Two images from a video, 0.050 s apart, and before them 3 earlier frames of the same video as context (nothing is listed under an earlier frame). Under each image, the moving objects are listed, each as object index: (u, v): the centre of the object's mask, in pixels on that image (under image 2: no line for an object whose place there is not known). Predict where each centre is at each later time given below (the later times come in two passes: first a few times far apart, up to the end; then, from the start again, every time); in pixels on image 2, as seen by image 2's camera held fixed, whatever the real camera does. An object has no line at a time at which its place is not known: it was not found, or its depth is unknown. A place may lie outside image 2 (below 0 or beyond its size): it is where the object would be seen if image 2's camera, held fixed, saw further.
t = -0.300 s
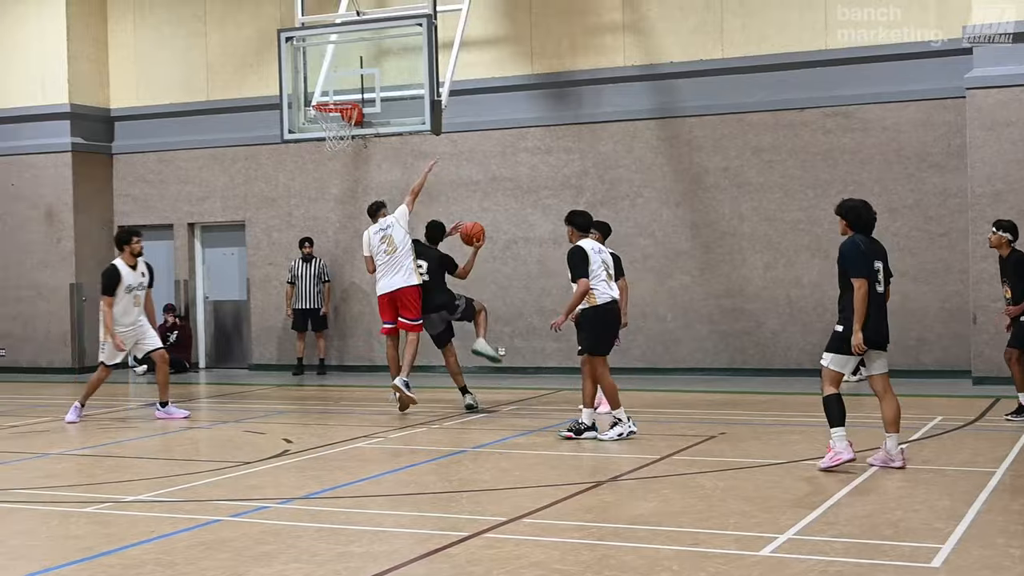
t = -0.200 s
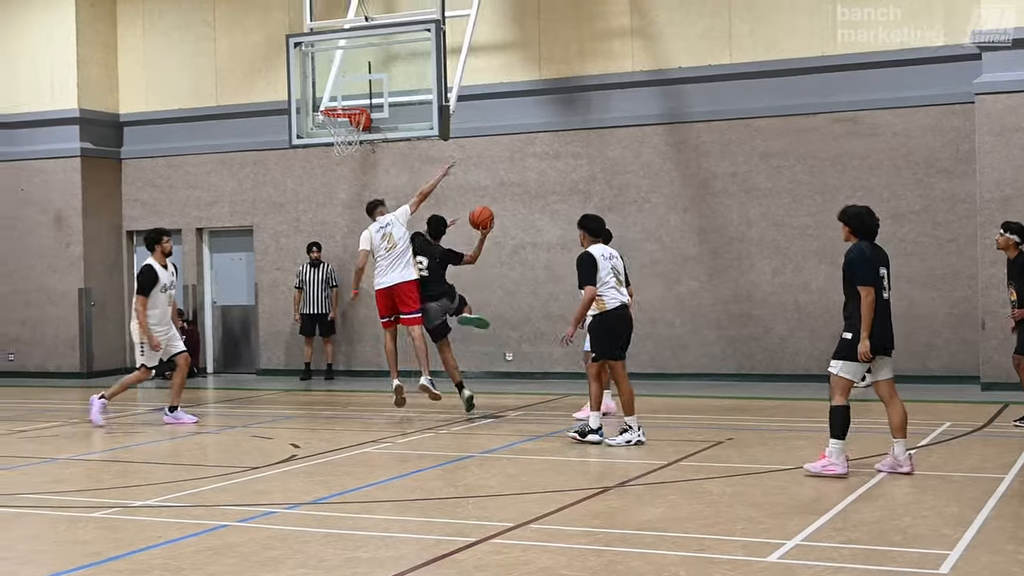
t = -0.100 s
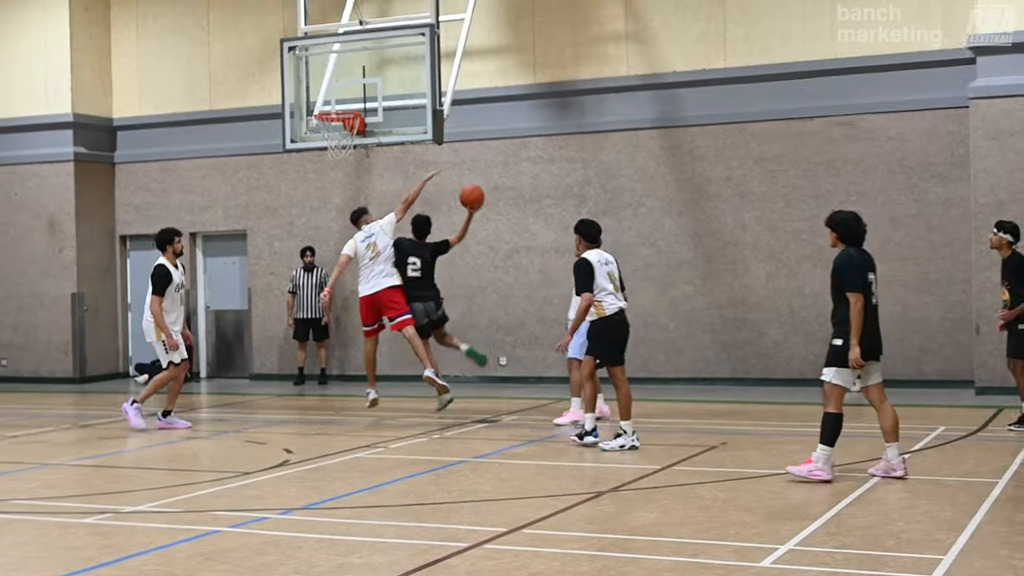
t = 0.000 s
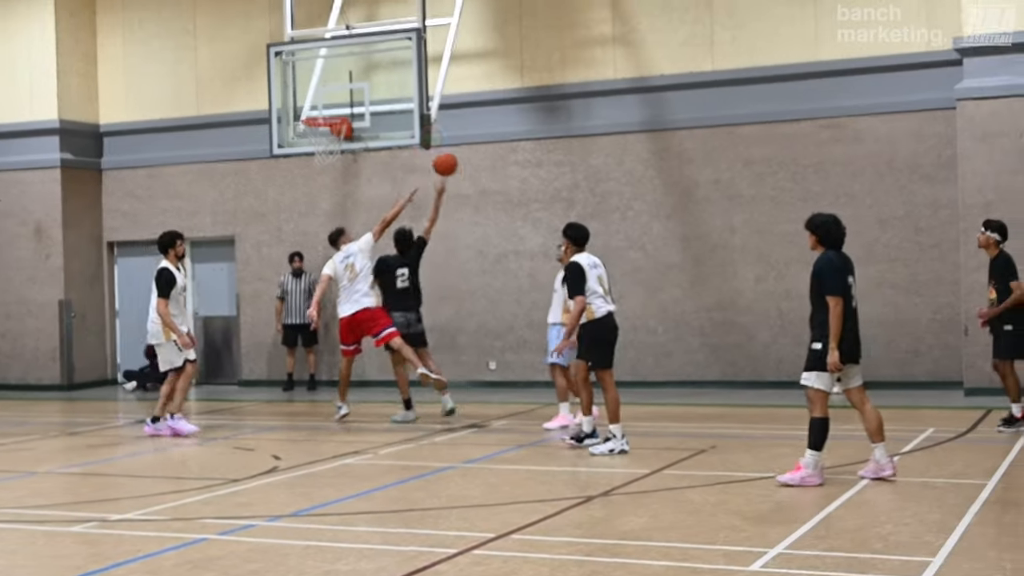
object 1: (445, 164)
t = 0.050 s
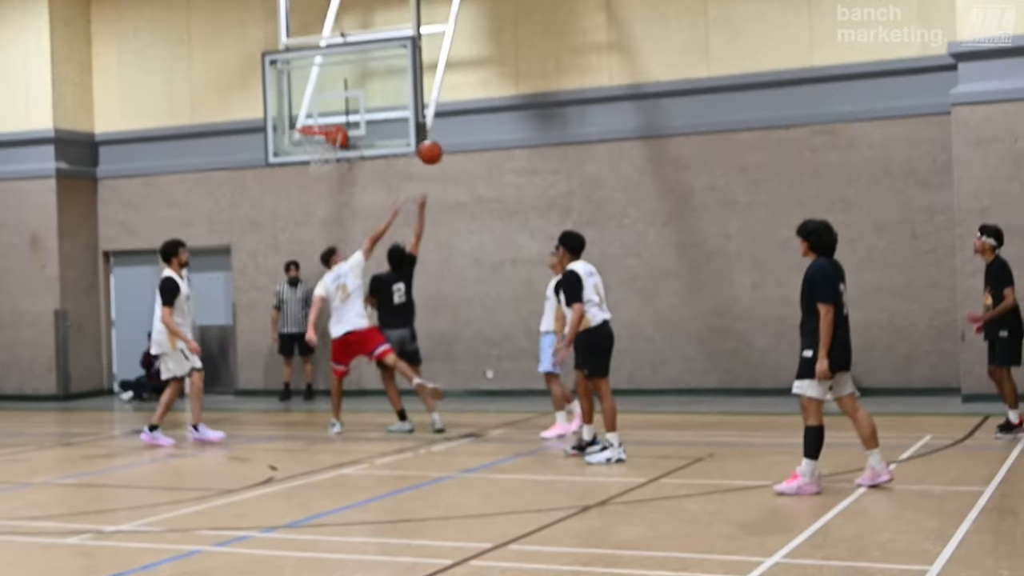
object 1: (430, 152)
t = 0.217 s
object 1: (397, 108)
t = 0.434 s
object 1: (357, 93)
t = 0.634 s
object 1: (314, 117)
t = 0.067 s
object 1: (427, 146)
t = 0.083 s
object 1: (423, 141)
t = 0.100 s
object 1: (420, 135)
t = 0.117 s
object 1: (417, 131)
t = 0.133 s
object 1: (414, 127)
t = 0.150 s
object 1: (410, 122)
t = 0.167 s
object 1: (407, 118)
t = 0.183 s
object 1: (403, 115)
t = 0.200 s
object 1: (401, 111)
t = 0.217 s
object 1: (397, 108)
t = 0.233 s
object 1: (394, 105)
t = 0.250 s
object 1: (391, 103)
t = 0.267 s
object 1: (388, 100)
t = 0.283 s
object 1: (385, 99)
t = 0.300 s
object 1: (382, 97)
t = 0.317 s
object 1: (379, 96)
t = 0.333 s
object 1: (376, 94)
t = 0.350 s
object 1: (373, 93)
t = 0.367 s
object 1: (370, 93)
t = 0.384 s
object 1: (367, 93)
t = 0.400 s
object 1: (364, 93)
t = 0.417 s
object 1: (361, 93)
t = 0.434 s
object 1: (357, 93)
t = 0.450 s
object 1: (354, 94)
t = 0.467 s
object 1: (350, 95)
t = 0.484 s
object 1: (347, 96)
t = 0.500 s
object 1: (343, 98)
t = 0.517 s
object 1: (339, 99)
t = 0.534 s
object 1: (336, 101)
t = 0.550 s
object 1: (333, 103)
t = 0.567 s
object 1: (329, 106)
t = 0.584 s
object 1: (325, 108)
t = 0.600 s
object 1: (322, 112)
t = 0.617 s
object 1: (318, 115)
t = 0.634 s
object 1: (314, 117)
